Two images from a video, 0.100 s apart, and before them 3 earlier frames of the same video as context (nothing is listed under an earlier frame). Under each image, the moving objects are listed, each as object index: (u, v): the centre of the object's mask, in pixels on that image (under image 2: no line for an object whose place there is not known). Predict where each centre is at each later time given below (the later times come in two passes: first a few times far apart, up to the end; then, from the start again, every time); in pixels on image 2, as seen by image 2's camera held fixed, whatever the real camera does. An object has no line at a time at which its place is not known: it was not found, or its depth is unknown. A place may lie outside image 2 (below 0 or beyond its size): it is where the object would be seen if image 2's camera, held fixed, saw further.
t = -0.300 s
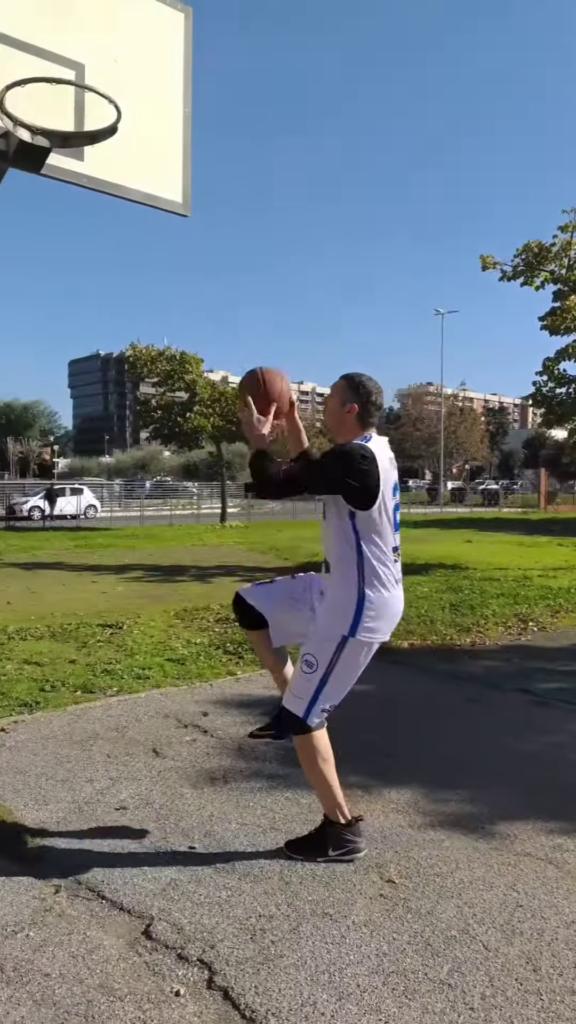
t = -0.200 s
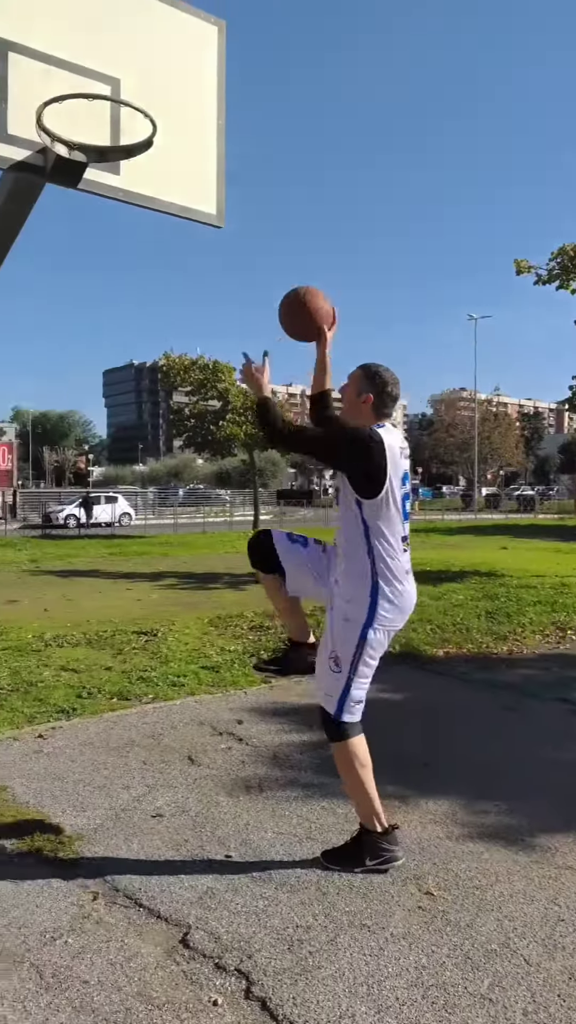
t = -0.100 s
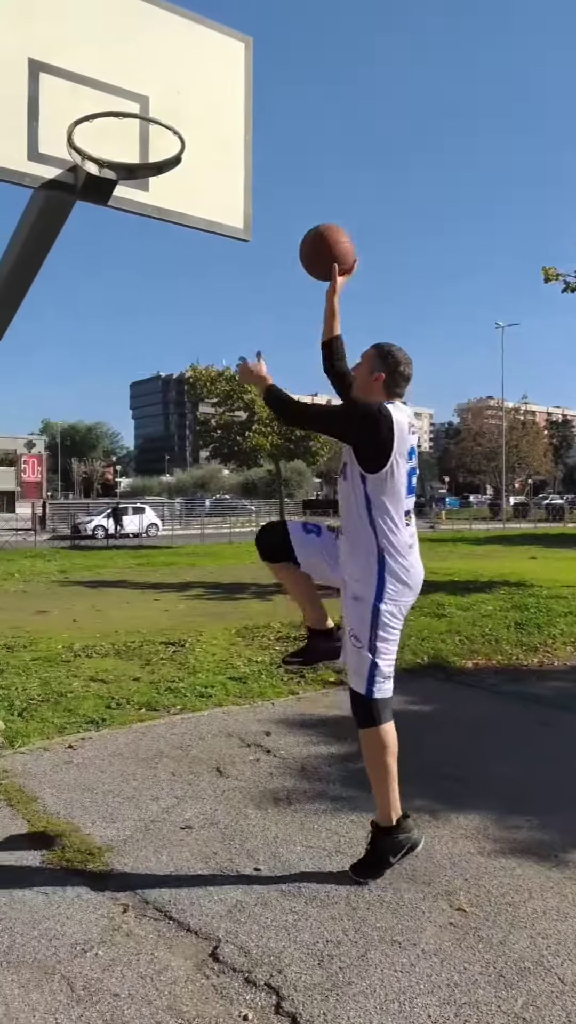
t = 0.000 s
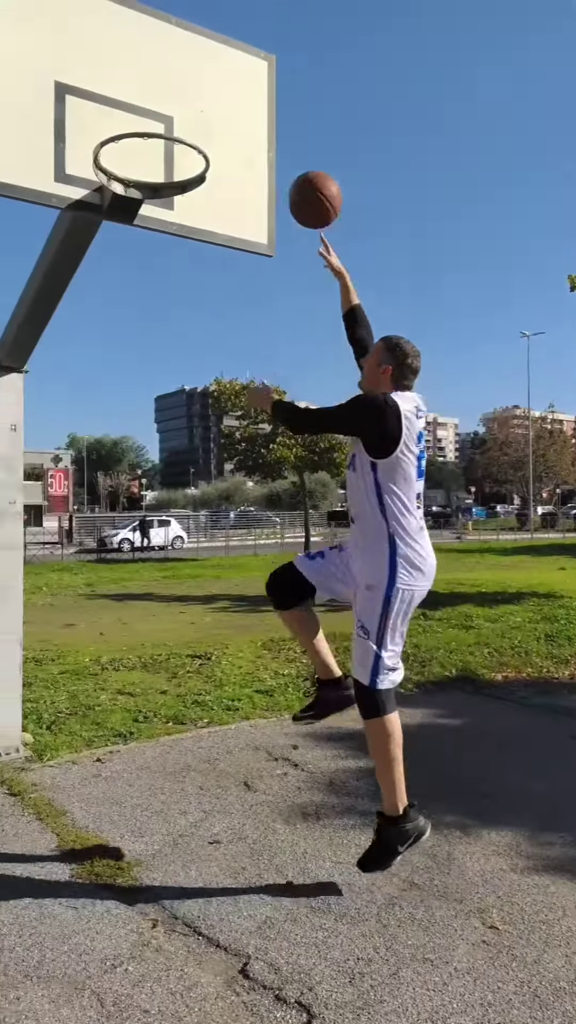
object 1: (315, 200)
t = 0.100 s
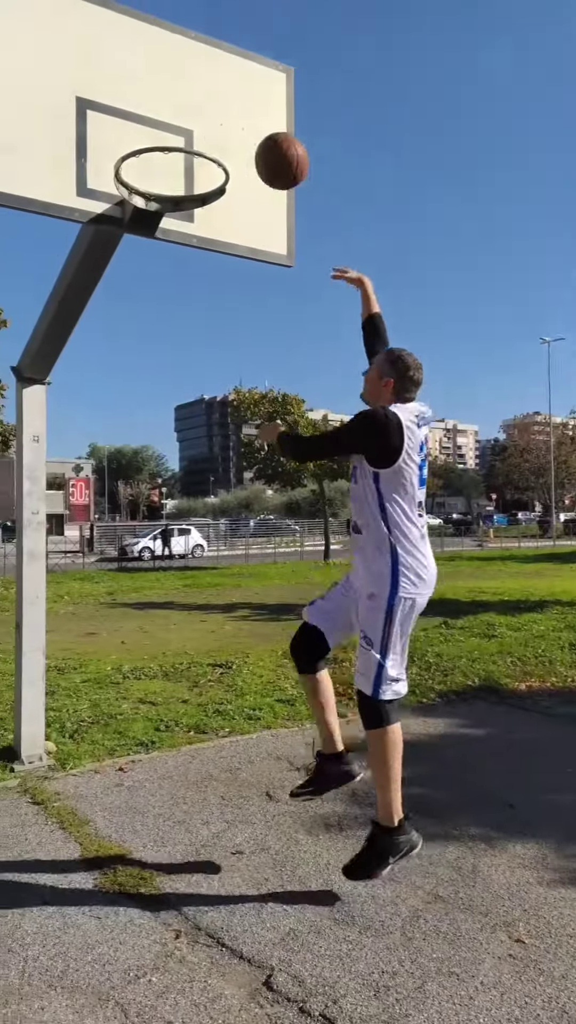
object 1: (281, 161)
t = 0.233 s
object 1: (215, 130)
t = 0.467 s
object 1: (184, 149)
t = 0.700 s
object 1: (179, 299)
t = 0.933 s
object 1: (172, 623)
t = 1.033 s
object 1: (168, 835)
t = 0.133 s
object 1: (265, 150)
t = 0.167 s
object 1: (248, 140)
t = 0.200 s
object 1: (231, 134)
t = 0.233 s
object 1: (215, 130)
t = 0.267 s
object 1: (199, 128)
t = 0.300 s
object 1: (187, 128)
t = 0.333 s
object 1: (185, 126)
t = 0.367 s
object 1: (184, 126)
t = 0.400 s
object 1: (184, 129)
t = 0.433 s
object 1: (184, 140)
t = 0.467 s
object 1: (184, 149)
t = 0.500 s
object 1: (183, 161)
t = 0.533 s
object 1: (183, 175)
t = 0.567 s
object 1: (183, 194)
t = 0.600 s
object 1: (182, 215)
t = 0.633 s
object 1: (181, 240)
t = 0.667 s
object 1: (180, 267)
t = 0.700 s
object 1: (179, 299)
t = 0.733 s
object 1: (178, 333)
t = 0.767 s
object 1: (177, 372)
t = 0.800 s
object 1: (177, 413)
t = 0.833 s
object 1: (177, 459)
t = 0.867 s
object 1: (175, 508)
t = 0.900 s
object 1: (174, 563)
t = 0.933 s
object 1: (172, 623)
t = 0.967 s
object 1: (171, 688)
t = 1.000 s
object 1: (170, 758)
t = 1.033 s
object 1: (168, 835)
